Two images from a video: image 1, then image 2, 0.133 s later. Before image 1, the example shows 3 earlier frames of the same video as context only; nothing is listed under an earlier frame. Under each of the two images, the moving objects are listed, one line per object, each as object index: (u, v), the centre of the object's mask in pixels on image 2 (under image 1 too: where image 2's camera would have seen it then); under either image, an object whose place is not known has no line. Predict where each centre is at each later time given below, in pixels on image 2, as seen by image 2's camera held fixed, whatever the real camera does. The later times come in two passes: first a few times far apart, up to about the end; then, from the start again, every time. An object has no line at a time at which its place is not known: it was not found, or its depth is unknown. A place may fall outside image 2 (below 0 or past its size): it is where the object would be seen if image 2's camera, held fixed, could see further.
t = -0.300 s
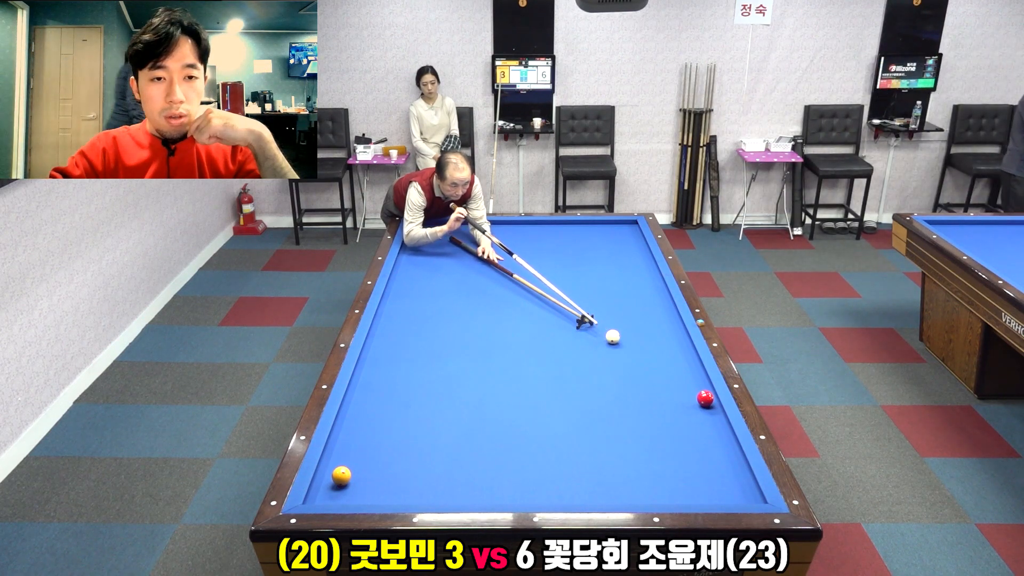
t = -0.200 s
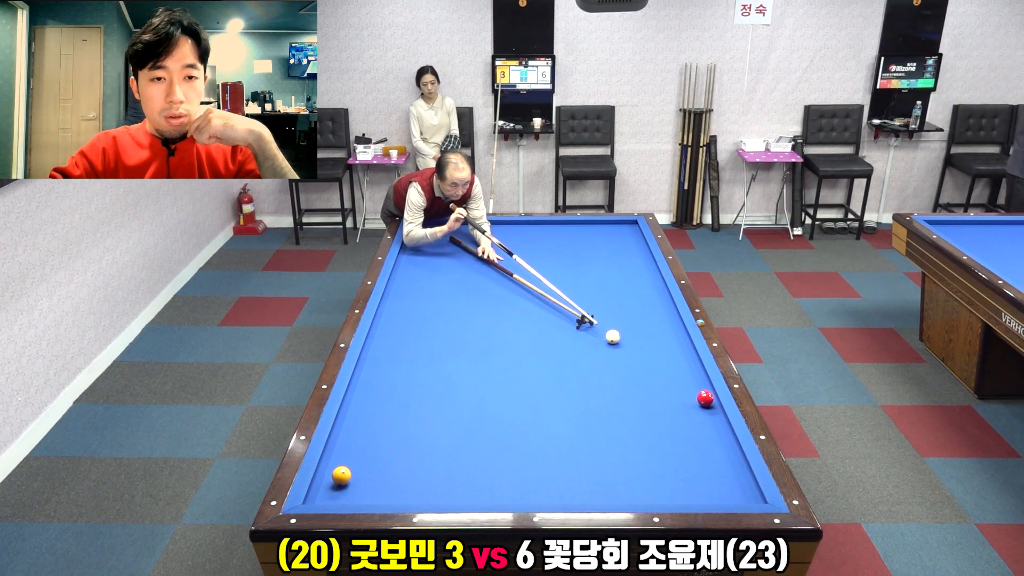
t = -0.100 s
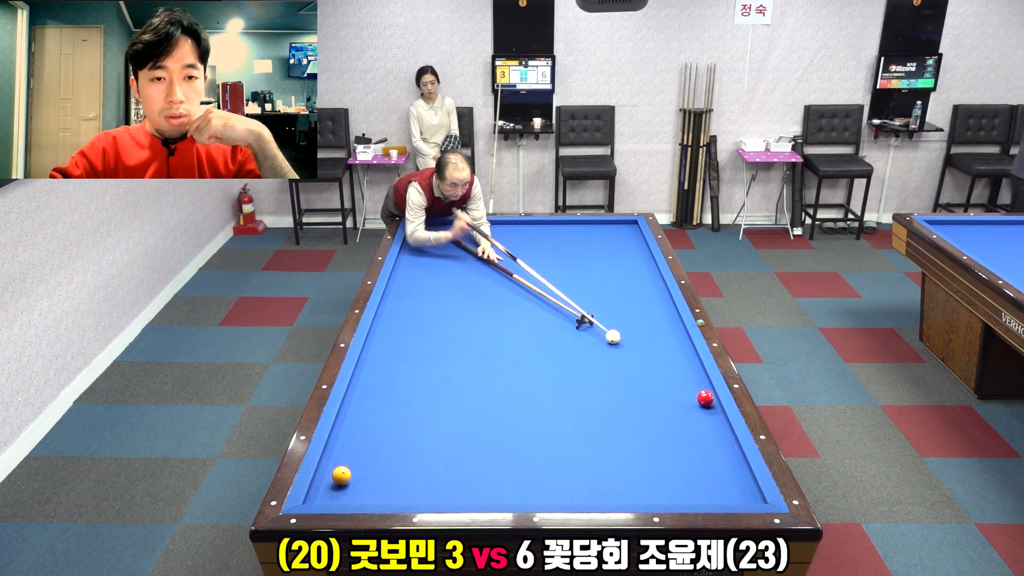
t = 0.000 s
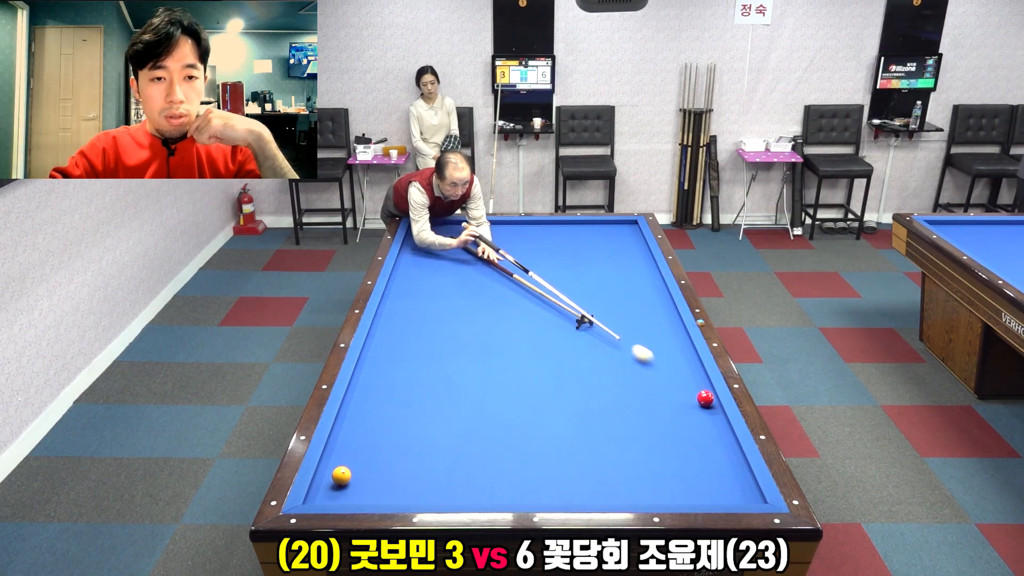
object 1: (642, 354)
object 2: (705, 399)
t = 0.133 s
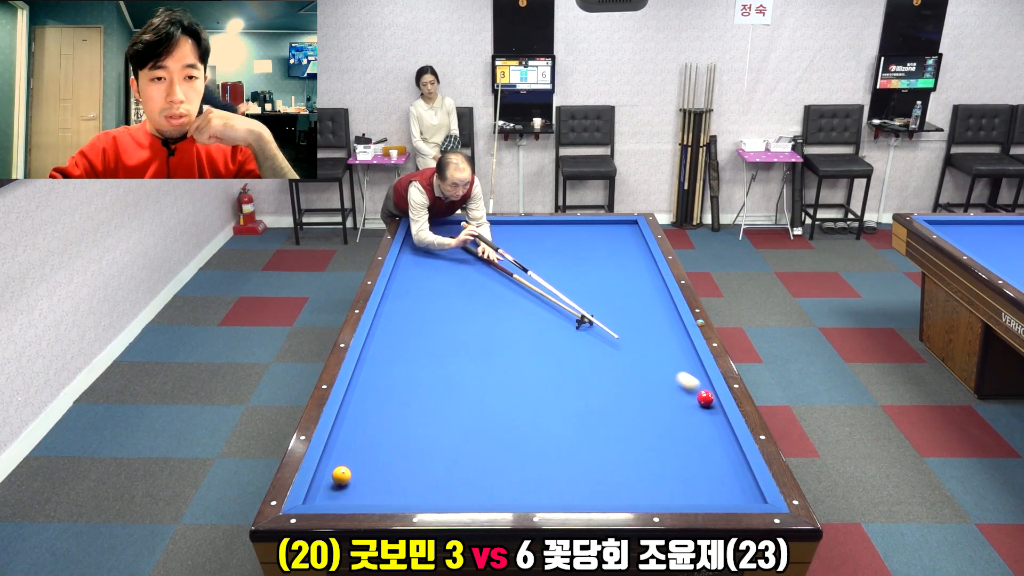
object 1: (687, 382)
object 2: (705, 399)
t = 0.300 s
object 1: (690, 393)
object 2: (724, 429)
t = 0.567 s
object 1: (657, 410)
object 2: (744, 486)
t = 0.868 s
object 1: (623, 433)
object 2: (733, 467)
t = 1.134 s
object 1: (590, 455)
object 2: (718, 438)
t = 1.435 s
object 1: (550, 481)
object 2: (704, 409)
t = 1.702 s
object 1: (513, 495)
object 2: (693, 387)
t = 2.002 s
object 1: (479, 481)
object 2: (682, 365)
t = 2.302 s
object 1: (448, 467)
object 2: (672, 346)
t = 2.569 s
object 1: (423, 455)
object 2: (664, 331)
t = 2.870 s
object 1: (396, 444)
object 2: (656, 315)
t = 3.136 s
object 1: (373, 434)
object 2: (649, 303)
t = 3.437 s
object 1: (350, 424)
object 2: (642, 290)
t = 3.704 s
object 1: (352, 416)
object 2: (637, 280)
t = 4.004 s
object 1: (369, 408)
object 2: (631, 269)
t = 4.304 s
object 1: (384, 401)
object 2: (626, 260)
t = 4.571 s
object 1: (397, 395)
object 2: (621, 252)
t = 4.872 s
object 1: (410, 389)
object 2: (616, 244)
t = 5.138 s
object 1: (421, 384)
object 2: (613, 237)
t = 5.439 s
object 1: (432, 379)
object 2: (609, 230)
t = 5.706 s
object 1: (441, 375)
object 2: (606, 224)
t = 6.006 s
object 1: (450, 371)
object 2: (605, 224)
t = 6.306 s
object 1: (459, 367)
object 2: (605, 228)
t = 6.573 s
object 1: (465, 364)
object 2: (605, 231)
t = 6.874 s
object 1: (473, 361)
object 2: (605, 234)
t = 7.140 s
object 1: (478, 358)
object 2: (605, 237)
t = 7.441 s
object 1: (484, 356)
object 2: (605, 240)
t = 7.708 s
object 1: (488, 354)
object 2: (605, 243)
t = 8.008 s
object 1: (493, 352)
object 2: (605, 246)
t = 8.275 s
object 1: (496, 351)
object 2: (606, 248)
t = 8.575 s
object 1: (499, 349)
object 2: (606, 251)
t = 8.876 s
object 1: (502, 348)
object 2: (606, 253)
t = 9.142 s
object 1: (504, 348)
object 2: (605, 255)
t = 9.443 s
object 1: (505, 348)
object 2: (606, 257)
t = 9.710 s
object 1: (506, 347)
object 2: (606, 258)
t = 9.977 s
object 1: (506, 347)
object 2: (605, 260)
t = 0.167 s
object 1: (698, 387)
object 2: (705, 399)
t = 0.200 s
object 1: (706, 389)
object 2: (709, 405)
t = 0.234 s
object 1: (701, 391)
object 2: (714, 413)
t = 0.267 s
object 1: (695, 392)
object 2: (719, 421)
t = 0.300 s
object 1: (690, 393)
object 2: (724, 429)
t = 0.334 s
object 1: (685, 395)
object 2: (728, 437)
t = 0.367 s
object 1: (680, 396)
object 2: (730, 444)
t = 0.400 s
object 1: (676, 398)
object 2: (732, 451)
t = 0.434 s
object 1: (672, 400)
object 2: (735, 458)
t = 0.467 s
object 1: (668, 403)
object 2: (737, 464)
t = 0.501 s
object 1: (665, 405)
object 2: (739, 471)
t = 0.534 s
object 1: (661, 408)
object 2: (742, 479)
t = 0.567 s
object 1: (657, 410)
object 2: (744, 486)
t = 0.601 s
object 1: (654, 413)
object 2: (747, 493)
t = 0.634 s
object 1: (650, 415)
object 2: (748, 496)
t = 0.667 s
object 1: (646, 417)
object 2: (746, 493)
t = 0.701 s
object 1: (642, 420)
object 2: (744, 489)
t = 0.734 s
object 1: (638, 422)
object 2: (741, 483)
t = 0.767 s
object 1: (634, 425)
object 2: (739, 479)
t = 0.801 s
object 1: (631, 427)
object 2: (737, 475)
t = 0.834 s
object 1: (627, 430)
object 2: (735, 471)
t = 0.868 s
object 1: (623, 433)
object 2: (733, 467)
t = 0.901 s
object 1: (619, 435)
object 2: (731, 463)
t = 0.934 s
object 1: (615, 438)
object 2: (729, 459)
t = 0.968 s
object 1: (611, 441)
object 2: (727, 455)
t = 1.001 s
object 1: (606, 444)
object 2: (725, 452)
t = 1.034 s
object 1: (602, 446)
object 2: (724, 448)
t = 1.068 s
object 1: (598, 449)
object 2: (722, 445)
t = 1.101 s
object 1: (594, 452)
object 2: (720, 441)
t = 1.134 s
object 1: (590, 455)
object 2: (718, 438)
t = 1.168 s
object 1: (586, 457)
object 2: (717, 435)
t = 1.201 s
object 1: (581, 460)
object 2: (715, 431)
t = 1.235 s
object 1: (577, 463)
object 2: (714, 428)
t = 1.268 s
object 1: (572, 466)
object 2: (712, 425)
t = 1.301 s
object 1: (568, 469)
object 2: (710, 422)
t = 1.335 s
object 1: (564, 472)
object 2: (709, 418)
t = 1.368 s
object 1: (559, 475)
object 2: (707, 415)
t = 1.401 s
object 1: (555, 478)
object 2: (705, 412)
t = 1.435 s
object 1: (550, 481)
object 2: (704, 409)
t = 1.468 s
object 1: (545, 484)
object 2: (703, 407)
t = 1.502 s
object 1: (541, 487)
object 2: (701, 404)
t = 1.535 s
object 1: (536, 490)
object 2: (700, 401)
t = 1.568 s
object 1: (531, 493)
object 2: (698, 398)
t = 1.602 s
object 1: (526, 495)
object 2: (697, 395)
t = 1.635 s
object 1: (522, 496)
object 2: (696, 392)
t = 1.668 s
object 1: (517, 496)
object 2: (694, 390)
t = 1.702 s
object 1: (513, 495)
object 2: (693, 387)
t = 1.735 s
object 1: (509, 494)
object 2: (692, 385)
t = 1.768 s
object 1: (505, 493)
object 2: (690, 382)
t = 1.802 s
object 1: (501, 491)
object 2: (689, 379)
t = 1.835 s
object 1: (498, 489)
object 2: (688, 377)
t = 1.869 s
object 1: (494, 487)
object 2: (687, 375)
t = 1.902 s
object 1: (490, 486)
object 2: (686, 372)
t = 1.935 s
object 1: (486, 484)
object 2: (684, 370)
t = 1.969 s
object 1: (483, 482)
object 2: (683, 368)
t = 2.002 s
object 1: (479, 481)
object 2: (682, 365)
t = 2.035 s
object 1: (476, 479)
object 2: (681, 363)
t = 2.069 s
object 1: (472, 477)
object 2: (680, 361)
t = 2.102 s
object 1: (469, 476)
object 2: (679, 359)
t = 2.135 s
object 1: (465, 475)
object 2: (678, 356)
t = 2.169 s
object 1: (462, 473)
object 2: (677, 355)
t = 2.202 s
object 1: (458, 471)
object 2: (675, 352)
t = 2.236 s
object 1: (455, 470)
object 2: (674, 350)
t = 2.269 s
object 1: (451, 468)
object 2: (673, 348)
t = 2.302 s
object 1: (448, 467)
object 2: (672, 346)
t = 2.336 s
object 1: (445, 465)
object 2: (671, 344)
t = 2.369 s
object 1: (442, 464)
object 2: (670, 342)
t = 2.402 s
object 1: (438, 462)
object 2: (669, 340)
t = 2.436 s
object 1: (435, 461)
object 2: (668, 338)
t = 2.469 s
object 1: (432, 459)
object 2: (667, 336)
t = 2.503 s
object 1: (429, 458)
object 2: (666, 335)
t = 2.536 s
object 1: (426, 457)
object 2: (665, 332)
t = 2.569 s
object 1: (423, 455)
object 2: (664, 331)
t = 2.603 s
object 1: (419, 454)
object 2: (663, 329)
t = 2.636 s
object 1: (416, 453)
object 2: (662, 327)
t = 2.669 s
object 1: (413, 451)
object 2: (661, 325)
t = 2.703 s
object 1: (411, 450)
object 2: (660, 324)
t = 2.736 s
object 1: (407, 449)
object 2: (660, 322)
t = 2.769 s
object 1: (405, 447)
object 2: (659, 320)
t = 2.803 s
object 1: (402, 446)
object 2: (658, 318)
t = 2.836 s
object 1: (399, 445)
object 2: (657, 317)
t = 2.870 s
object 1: (396, 444)
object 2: (656, 315)
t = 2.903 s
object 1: (393, 442)
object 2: (655, 314)
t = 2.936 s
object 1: (390, 441)
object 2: (654, 312)
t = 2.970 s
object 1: (387, 440)
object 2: (654, 311)
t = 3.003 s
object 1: (384, 439)
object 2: (653, 309)
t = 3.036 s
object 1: (382, 438)
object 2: (652, 308)
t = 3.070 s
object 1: (379, 437)
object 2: (651, 306)
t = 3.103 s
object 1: (376, 435)
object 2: (650, 305)
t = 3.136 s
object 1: (373, 434)
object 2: (649, 303)
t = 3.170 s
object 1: (371, 433)
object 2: (649, 301)
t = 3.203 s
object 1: (368, 432)
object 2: (648, 300)
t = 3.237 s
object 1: (366, 431)
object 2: (647, 298)
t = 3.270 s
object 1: (363, 429)
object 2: (646, 297)
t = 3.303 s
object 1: (360, 428)
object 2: (645, 296)
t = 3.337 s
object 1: (358, 427)
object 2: (645, 294)
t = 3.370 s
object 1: (355, 426)
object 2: (644, 293)
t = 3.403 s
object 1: (353, 425)
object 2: (643, 292)
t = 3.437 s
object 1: (350, 424)
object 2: (642, 290)
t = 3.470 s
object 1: (348, 423)
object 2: (642, 289)
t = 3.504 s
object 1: (345, 422)
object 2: (641, 288)
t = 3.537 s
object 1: (343, 421)
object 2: (640, 286)
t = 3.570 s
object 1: (344, 420)
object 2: (640, 285)
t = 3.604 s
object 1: (346, 419)
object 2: (639, 284)
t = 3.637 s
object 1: (348, 418)
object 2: (638, 282)
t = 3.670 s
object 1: (350, 417)
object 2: (638, 281)
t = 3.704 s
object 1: (352, 416)
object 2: (637, 280)
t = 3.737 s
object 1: (354, 415)
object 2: (636, 279)
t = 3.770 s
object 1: (356, 414)
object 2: (636, 278)
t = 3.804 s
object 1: (358, 413)
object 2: (635, 276)
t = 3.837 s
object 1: (360, 413)
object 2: (634, 275)
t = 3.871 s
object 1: (361, 412)
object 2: (633, 274)
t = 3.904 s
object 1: (363, 411)
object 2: (633, 273)
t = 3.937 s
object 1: (365, 410)
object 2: (632, 272)
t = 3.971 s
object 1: (367, 409)
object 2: (632, 271)
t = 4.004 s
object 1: (369, 408)
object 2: (631, 269)
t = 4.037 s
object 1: (371, 407)
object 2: (630, 268)
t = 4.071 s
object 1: (372, 407)
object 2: (630, 267)
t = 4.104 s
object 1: (374, 406)
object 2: (629, 266)
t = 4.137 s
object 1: (376, 405)
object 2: (629, 265)
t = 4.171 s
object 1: (377, 404)
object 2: (628, 264)
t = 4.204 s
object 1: (379, 403)
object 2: (627, 263)
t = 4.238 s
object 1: (381, 403)
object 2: (627, 262)
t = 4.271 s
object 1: (382, 402)
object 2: (626, 261)
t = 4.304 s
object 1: (384, 401)
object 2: (626, 260)
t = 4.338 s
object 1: (386, 400)
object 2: (625, 259)
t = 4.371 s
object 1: (387, 400)
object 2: (624, 258)
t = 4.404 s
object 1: (389, 399)
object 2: (624, 257)
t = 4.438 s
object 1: (390, 398)
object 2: (623, 256)
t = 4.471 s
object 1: (392, 397)
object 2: (623, 255)
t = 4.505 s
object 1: (394, 397)
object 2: (622, 254)
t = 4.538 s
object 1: (395, 396)
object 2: (622, 253)
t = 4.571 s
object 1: (397, 395)
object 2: (621, 252)
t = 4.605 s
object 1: (398, 395)
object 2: (621, 251)
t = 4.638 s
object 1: (400, 394)
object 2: (620, 250)
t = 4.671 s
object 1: (401, 393)
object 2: (620, 249)
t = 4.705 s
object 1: (402, 393)
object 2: (619, 248)
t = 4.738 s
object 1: (404, 392)
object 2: (618, 247)
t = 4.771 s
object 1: (405, 391)
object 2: (618, 246)
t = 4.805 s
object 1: (407, 391)
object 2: (617, 245)
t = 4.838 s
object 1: (408, 390)
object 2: (617, 244)
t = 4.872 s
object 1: (410, 389)
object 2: (616, 244)
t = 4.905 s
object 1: (411, 389)
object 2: (616, 243)
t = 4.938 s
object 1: (413, 388)
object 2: (615, 242)
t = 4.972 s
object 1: (414, 387)
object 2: (615, 241)
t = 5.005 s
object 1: (415, 387)
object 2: (615, 240)
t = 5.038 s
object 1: (417, 386)
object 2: (614, 239)
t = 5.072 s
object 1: (418, 385)
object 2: (614, 239)
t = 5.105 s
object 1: (419, 385)
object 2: (613, 238)
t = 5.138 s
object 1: (421, 384)
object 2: (613, 237)
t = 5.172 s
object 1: (422, 384)
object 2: (612, 236)
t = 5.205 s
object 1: (423, 383)
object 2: (612, 235)
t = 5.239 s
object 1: (424, 383)
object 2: (611, 234)
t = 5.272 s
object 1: (426, 382)
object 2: (611, 234)
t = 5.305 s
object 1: (427, 382)
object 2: (610, 233)
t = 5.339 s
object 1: (428, 381)
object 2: (610, 232)
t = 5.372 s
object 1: (429, 381)
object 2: (610, 231)
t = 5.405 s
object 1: (431, 380)
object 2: (609, 230)
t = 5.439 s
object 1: (432, 379)
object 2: (609, 230)
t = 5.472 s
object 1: (433, 379)
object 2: (609, 229)
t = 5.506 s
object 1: (434, 378)
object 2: (608, 228)
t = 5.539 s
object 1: (435, 378)
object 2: (608, 227)
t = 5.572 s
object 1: (437, 377)
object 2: (607, 227)
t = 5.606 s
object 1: (438, 377)
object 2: (607, 226)
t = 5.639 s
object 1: (439, 376)
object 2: (606, 225)
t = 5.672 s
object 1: (440, 376)
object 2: (606, 224)
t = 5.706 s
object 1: (441, 375)
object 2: (606, 224)
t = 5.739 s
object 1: (442, 375)
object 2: (605, 223)
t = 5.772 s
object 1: (443, 374)
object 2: (605, 222)
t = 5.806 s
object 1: (444, 374)
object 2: (605, 222)
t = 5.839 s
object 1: (445, 373)
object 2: (605, 222)
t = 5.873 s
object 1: (446, 373)
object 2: (605, 222)
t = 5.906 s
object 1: (447, 373)
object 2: (605, 223)
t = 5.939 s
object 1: (448, 372)
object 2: (605, 223)
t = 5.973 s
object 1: (449, 371)
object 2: (605, 224)
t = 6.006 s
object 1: (450, 371)
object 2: (605, 224)
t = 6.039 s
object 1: (451, 371)
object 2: (605, 225)
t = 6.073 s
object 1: (452, 370)
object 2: (605, 225)
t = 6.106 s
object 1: (453, 370)
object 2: (605, 225)
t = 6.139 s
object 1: (454, 369)
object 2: (605, 226)
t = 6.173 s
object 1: (455, 369)
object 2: (605, 226)
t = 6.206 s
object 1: (456, 368)
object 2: (605, 226)
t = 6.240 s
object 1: (457, 368)
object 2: (605, 227)
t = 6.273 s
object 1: (458, 367)
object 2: (605, 227)
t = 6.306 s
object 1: (459, 367)
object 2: (605, 228)
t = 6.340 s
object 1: (460, 367)
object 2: (605, 228)
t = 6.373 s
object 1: (460, 366)
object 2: (605, 229)
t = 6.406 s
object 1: (461, 366)
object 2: (605, 229)
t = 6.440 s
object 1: (462, 366)
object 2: (605, 229)
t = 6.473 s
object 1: (463, 365)
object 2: (605, 229)
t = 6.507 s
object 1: (464, 365)
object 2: (605, 230)
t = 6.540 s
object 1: (465, 364)
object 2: (605, 230)
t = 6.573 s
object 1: (465, 364)
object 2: (605, 231)
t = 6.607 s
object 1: (466, 364)
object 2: (605, 231)
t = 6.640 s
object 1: (467, 363)
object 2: (605, 232)
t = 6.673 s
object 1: (468, 363)
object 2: (605, 232)
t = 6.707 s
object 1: (469, 363)
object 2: (605, 232)
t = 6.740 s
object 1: (470, 362)
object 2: (605, 233)
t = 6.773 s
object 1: (470, 362)
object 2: (605, 233)
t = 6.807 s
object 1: (471, 362)
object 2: (605, 234)
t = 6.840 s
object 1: (472, 361)
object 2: (605, 234)
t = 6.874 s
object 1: (473, 361)
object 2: (605, 234)
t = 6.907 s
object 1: (473, 360)
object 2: (605, 234)
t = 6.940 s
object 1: (474, 360)
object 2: (605, 235)
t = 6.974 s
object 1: (475, 360)
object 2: (605, 235)
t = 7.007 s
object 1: (475, 360)
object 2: (605, 236)
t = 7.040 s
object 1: (476, 359)
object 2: (605, 236)
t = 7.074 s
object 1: (477, 359)
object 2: (605, 236)
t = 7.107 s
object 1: (478, 359)
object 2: (605, 237)
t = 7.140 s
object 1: (478, 358)
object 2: (605, 237)
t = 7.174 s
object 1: (479, 358)
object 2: (605, 238)
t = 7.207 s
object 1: (480, 358)
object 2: (605, 238)
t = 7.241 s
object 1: (480, 358)
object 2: (605, 238)
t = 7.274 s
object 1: (481, 357)
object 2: (605, 239)
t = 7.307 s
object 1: (482, 357)
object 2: (605, 239)
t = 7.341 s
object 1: (482, 357)
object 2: (605, 239)
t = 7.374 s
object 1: (483, 356)
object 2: (605, 239)
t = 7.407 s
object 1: (483, 356)
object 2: (605, 240)
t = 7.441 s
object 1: (484, 356)
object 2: (605, 240)
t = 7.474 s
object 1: (485, 356)
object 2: (605, 241)
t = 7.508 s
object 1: (485, 355)
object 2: (605, 241)
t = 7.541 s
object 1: (486, 355)
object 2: (605, 241)
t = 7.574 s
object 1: (486, 355)
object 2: (605, 242)
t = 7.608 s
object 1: (487, 355)
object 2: (605, 242)
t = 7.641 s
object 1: (487, 354)
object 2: (605, 242)
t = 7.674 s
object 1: (488, 354)
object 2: (605, 243)
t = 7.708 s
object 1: (488, 354)
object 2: (605, 243)
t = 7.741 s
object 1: (489, 354)
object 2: (605, 243)
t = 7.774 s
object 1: (489, 353)
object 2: (605, 244)
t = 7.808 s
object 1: (490, 353)
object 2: (605, 244)
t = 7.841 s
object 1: (490, 353)
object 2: (605, 244)
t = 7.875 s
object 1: (491, 353)
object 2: (605, 245)
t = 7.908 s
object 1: (491, 353)
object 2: (605, 245)
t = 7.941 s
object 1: (492, 352)
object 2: (605, 245)
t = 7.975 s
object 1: (492, 352)
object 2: (605, 245)
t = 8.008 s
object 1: (493, 352)
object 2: (605, 246)
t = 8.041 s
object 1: (493, 352)
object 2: (605, 246)
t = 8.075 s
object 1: (494, 352)
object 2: (605, 246)
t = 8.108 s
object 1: (494, 351)
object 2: (605, 247)
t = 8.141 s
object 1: (494, 351)
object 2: (605, 247)
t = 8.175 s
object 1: (495, 351)
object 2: (605, 247)
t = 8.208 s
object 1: (495, 351)
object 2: (605, 248)
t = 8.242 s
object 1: (496, 351)
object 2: (606, 248)
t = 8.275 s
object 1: (496, 351)
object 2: (606, 248)
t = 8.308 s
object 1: (496, 350)
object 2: (606, 248)
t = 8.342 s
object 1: (497, 350)
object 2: (606, 249)
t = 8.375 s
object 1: (497, 350)
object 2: (606, 249)
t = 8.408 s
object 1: (498, 350)
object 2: (606, 249)
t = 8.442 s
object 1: (498, 350)
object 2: (606, 250)
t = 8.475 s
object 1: (498, 350)
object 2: (606, 250)
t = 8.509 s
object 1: (499, 350)
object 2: (606, 250)
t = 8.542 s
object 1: (499, 349)
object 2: (606, 250)
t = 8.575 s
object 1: (499, 349)
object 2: (606, 251)
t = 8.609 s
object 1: (500, 349)
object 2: (606, 251)
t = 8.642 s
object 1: (500, 349)
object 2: (606, 251)
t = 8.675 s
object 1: (500, 349)
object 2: (606, 251)
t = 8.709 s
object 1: (501, 349)
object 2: (606, 252)
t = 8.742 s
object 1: (501, 349)
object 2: (606, 252)
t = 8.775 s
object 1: (501, 349)
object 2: (606, 252)
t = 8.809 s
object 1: (501, 349)
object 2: (606, 253)
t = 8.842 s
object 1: (502, 349)
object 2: (606, 253)
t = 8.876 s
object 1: (502, 348)
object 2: (606, 253)
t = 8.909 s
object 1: (502, 348)
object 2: (606, 253)
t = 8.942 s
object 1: (503, 348)
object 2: (606, 253)
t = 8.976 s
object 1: (503, 348)
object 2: (606, 254)
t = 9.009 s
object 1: (503, 348)
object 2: (606, 254)
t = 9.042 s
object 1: (503, 348)
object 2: (606, 254)
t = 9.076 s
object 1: (503, 348)
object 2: (606, 254)
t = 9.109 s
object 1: (504, 348)
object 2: (605, 255)
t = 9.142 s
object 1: (504, 348)
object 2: (605, 255)
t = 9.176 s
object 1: (504, 348)
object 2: (605, 255)
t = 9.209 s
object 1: (504, 348)
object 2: (605, 255)
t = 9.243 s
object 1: (504, 348)
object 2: (605, 256)
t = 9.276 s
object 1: (505, 348)
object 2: (605, 256)
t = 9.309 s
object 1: (505, 348)
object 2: (605, 256)
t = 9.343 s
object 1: (505, 348)
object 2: (606, 256)
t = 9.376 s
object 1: (505, 348)
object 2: (605, 257)
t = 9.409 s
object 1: (505, 348)
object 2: (605, 257)
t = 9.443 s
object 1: (505, 348)
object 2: (606, 257)
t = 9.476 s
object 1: (506, 347)
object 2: (606, 257)
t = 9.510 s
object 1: (506, 347)
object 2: (606, 257)
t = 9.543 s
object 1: (506, 347)
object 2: (606, 257)
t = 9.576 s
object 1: (506, 347)
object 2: (606, 257)
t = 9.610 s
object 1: (506, 347)
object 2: (606, 258)
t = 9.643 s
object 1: (506, 347)
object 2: (606, 258)
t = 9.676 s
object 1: (506, 347)
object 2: (606, 258)
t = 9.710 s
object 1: (506, 347)
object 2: (606, 258)
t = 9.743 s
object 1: (506, 347)
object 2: (606, 258)
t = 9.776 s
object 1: (506, 347)
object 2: (605, 259)
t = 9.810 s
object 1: (506, 347)
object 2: (605, 259)
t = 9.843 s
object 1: (506, 347)
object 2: (605, 259)
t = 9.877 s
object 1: (506, 347)
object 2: (605, 259)
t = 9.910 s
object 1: (506, 347)
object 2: (605, 259)
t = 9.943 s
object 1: (506, 347)
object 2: (605, 259)
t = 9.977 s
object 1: (506, 347)
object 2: (605, 260)
